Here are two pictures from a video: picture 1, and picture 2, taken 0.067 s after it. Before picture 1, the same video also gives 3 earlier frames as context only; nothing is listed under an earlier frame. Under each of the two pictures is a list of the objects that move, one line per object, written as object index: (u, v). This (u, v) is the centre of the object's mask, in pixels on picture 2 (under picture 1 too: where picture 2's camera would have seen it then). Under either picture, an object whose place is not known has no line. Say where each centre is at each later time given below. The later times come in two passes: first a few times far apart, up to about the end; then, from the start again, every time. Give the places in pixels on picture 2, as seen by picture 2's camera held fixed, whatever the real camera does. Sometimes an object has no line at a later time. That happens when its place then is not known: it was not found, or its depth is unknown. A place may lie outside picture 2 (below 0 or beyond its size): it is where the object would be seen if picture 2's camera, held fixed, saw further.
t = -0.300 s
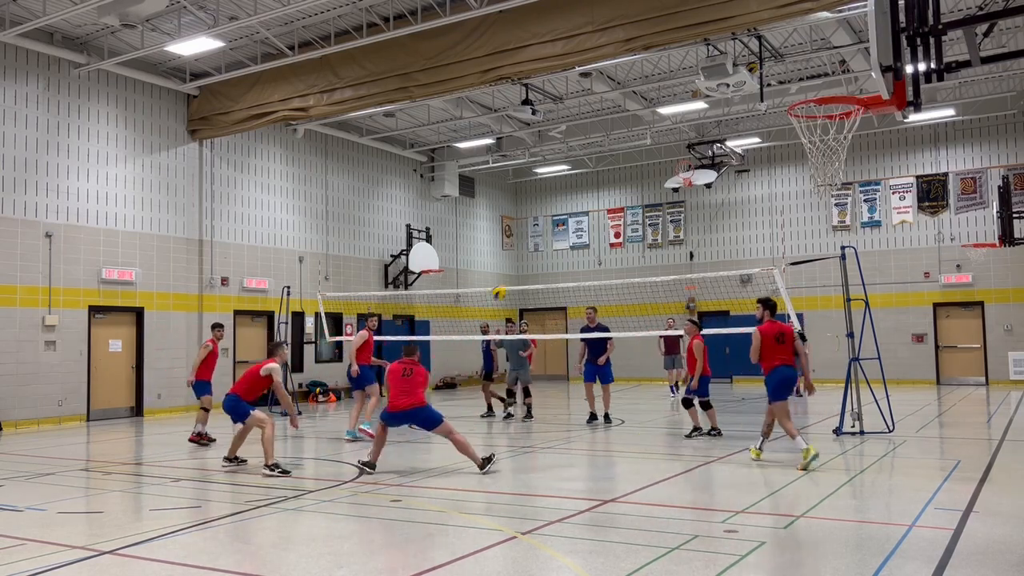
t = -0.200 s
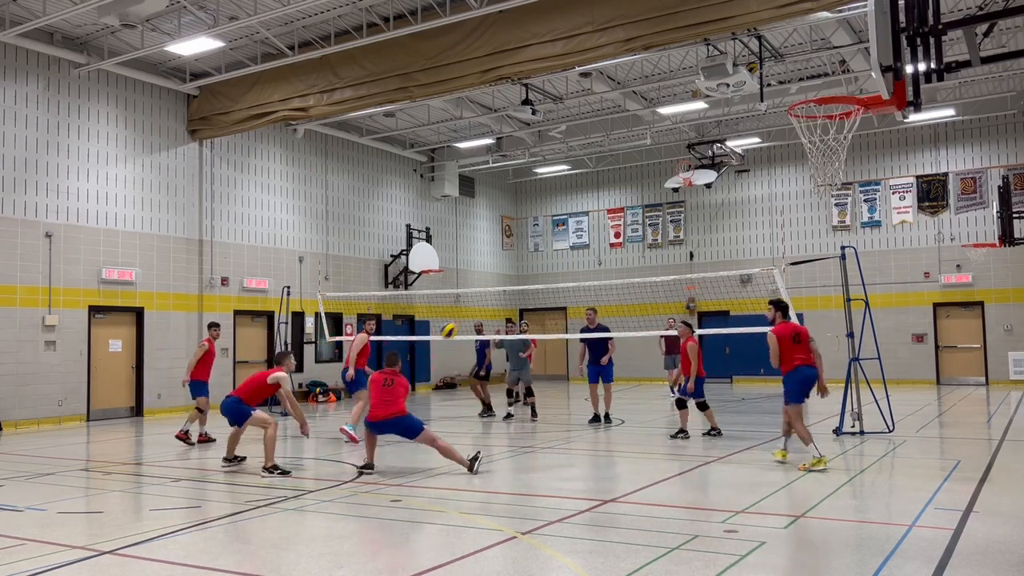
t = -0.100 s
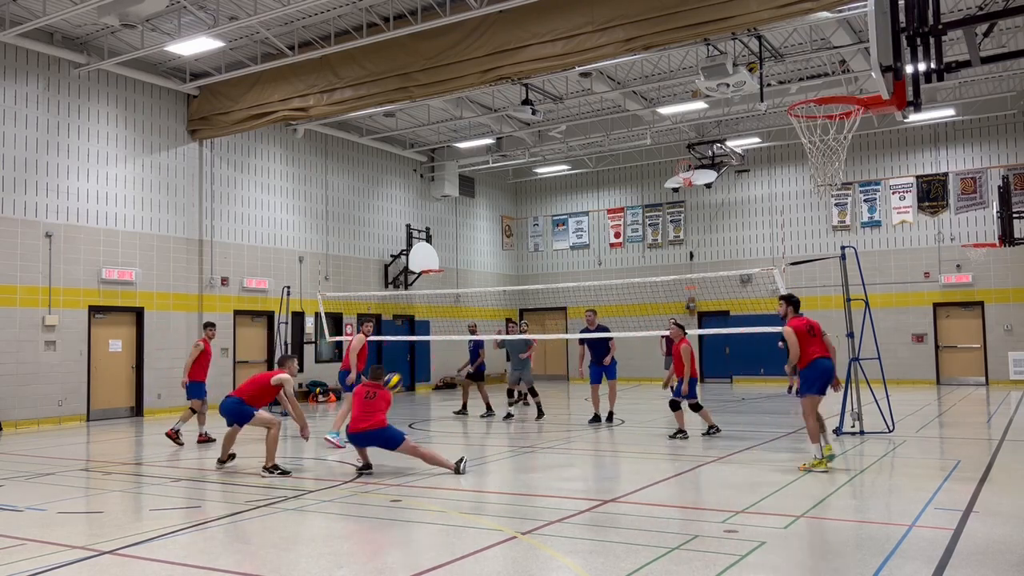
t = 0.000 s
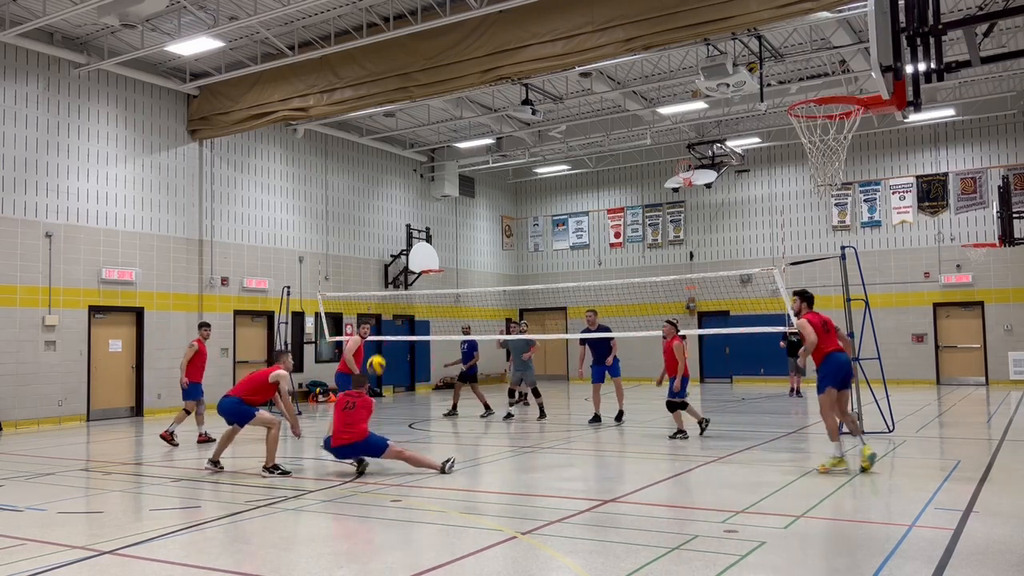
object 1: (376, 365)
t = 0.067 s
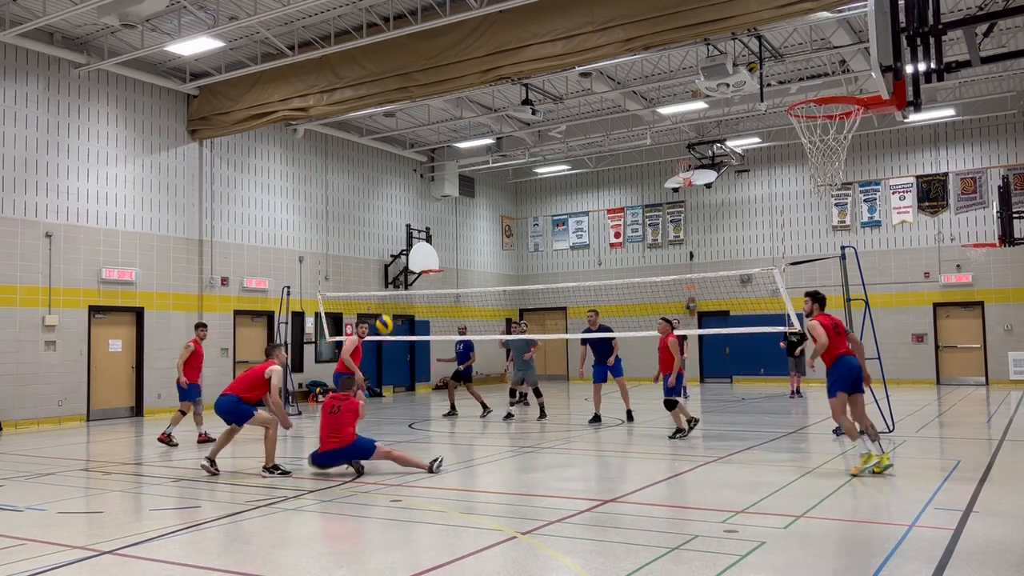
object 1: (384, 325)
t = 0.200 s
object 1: (401, 258)
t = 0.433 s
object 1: (427, 181)
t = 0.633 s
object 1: (448, 151)
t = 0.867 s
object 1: (472, 156)
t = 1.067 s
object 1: (493, 191)
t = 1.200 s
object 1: (507, 230)
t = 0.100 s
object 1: (389, 305)
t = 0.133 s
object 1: (393, 287)
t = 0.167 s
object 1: (396, 273)
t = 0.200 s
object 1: (401, 258)
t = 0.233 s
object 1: (405, 244)
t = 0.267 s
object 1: (408, 231)
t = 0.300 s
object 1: (413, 219)
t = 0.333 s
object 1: (415, 207)
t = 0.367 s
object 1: (419, 198)
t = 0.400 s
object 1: (423, 189)
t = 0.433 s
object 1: (427, 181)
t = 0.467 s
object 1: (430, 174)
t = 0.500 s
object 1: (434, 167)
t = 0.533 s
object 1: (438, 162)
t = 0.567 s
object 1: (441, 157)
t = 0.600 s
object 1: (444, 154)
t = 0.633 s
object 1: (448, 151)
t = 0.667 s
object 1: (452, 149)
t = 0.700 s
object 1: (455, 149)
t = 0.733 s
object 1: (458, 148)
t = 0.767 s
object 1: (461, 149)
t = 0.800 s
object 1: (466, 150)
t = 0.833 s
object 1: (469, 153)
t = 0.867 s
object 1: (472, 156)
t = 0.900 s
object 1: (477, 160)
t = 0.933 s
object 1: (480, 163)
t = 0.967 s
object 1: (483, 170)
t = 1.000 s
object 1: (487, 176)
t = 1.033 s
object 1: (490, 183)
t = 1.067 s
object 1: (493, 191)
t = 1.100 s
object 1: (498, 200)
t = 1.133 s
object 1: (500, 209)
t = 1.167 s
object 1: (505, 221)
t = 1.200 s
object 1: (507, 230)
